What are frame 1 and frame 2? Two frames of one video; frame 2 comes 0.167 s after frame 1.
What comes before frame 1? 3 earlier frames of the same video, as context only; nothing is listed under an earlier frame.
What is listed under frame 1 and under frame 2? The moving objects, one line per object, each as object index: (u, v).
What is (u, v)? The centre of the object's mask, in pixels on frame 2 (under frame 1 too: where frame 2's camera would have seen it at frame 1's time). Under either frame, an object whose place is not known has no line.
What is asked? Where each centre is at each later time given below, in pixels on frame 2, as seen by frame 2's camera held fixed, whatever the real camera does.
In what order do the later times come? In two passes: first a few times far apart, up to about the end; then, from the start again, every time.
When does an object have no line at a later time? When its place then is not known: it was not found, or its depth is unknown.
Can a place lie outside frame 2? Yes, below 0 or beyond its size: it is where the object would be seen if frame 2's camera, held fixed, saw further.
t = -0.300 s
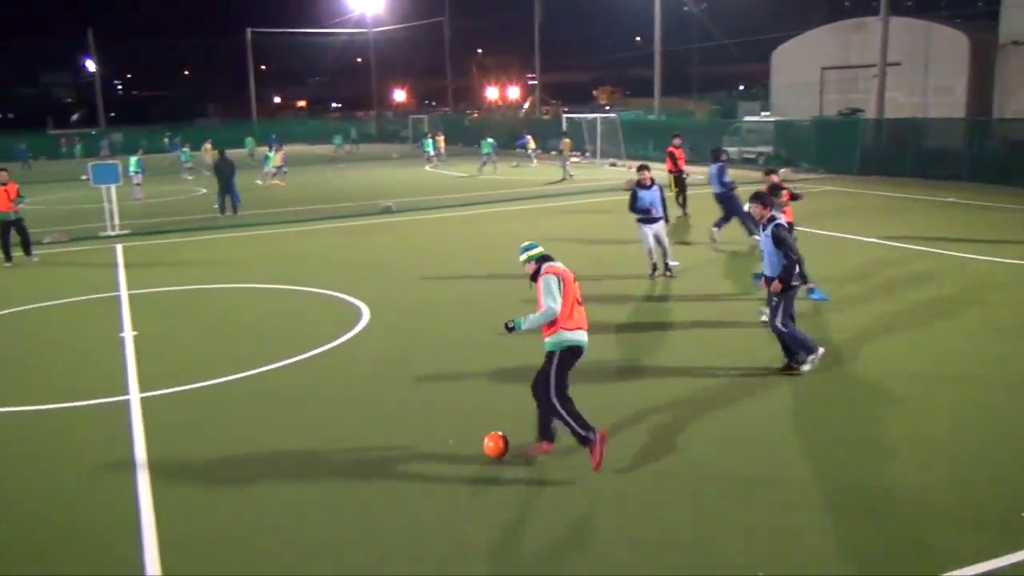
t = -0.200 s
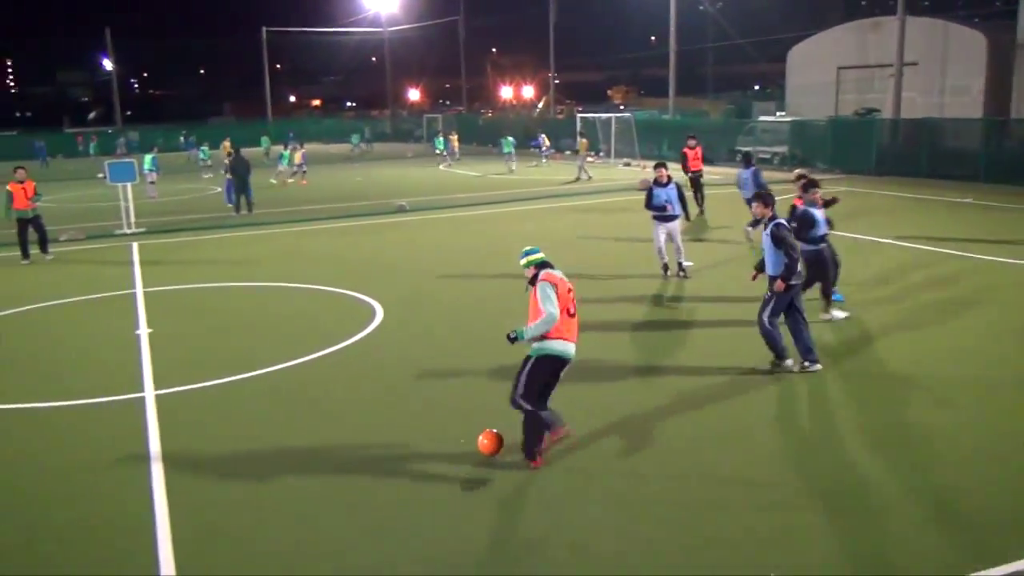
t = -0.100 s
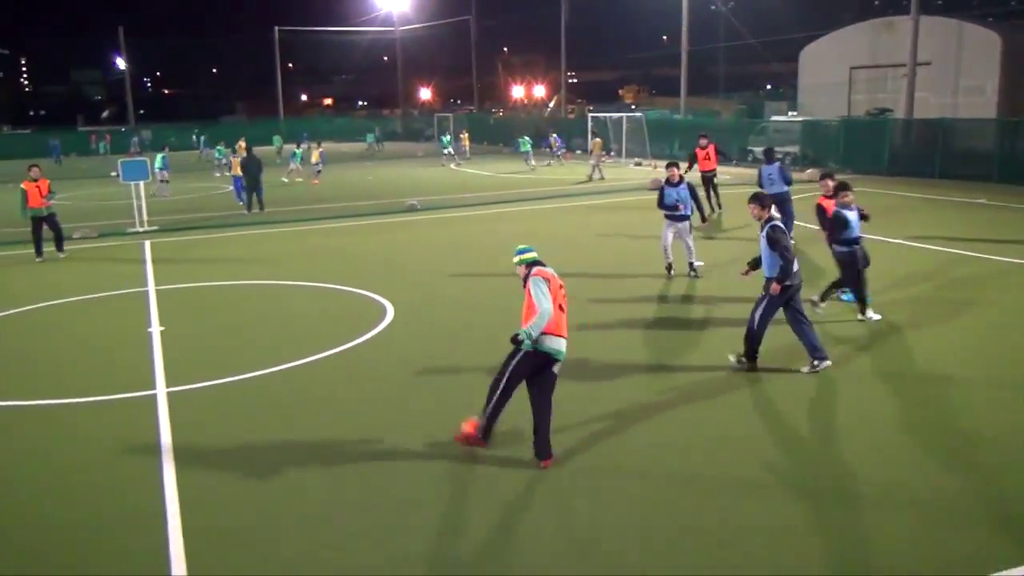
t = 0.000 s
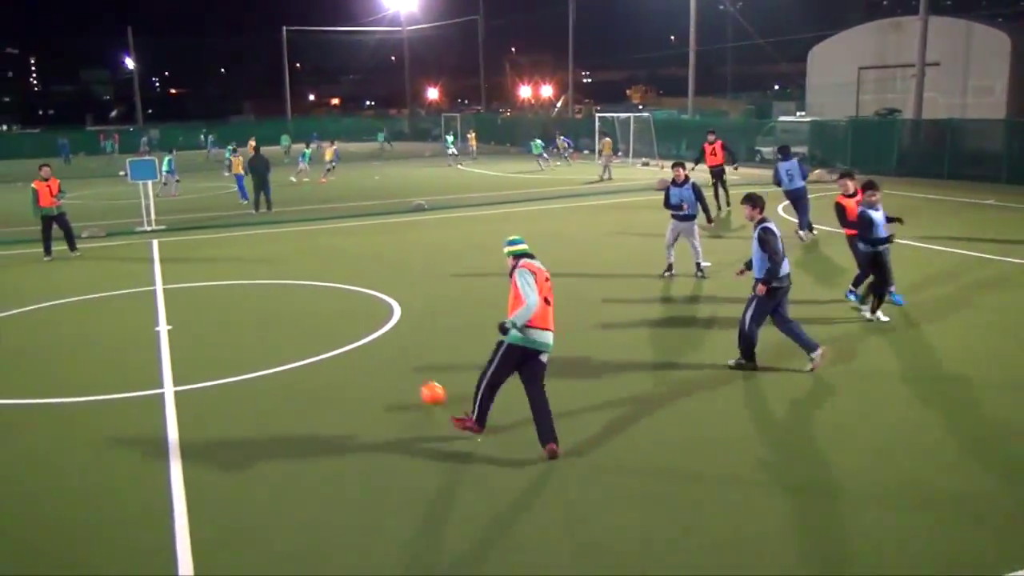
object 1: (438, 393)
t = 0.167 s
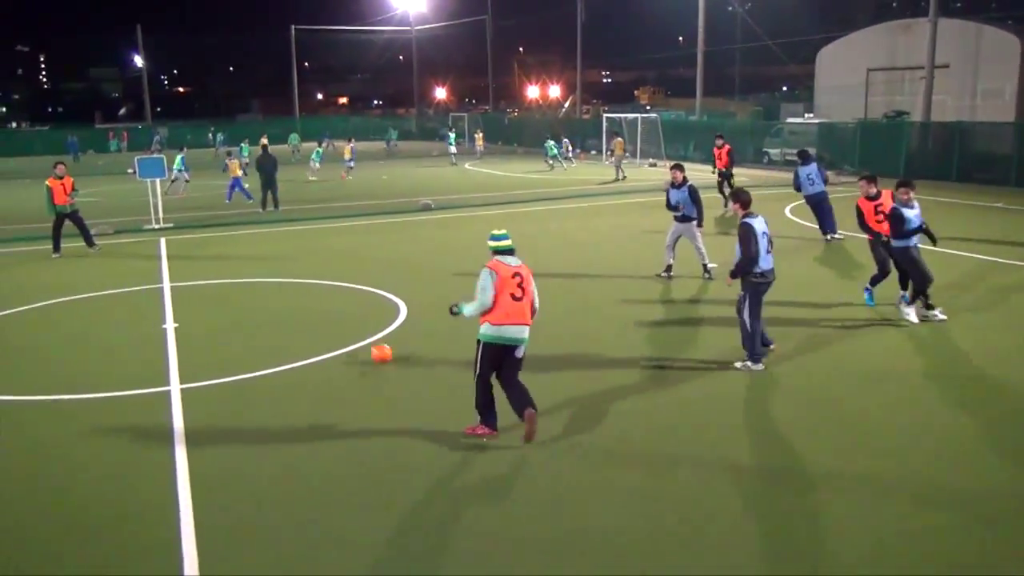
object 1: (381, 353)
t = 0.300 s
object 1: (349, 330)
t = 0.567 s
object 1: (306, 298)
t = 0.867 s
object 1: (276, 276)
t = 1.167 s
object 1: (254, 259)
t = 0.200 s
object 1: (373, 347)
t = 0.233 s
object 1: (364, 341)
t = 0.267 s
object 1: (356, 335)
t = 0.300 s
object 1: (349, 330)
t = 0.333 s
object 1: (343, 326)
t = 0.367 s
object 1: (337, 321)
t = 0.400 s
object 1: (330, 317)
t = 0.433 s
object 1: (324, 313)
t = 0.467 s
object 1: (320, 309)
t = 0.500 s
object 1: (315, 305)
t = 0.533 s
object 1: (310, 302)
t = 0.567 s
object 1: (306, 298)
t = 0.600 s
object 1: (302, 295)
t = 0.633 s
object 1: (298, 292)
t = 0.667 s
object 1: (294, 290)
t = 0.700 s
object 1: (291, 288)
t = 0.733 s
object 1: (287, 285)
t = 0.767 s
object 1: (285, 283)
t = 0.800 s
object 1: (281, 280)
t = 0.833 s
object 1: (279, 278)
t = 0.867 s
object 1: (276, 276)
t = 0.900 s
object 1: (273, 273)
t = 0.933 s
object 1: (270, 271)
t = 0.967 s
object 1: (267, 269)
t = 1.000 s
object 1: (265, 268)
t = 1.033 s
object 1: (263, 264)
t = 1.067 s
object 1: (260, 262)
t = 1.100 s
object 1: (258, 262)
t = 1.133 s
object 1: (256, 261)
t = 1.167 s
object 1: (254, 259)
